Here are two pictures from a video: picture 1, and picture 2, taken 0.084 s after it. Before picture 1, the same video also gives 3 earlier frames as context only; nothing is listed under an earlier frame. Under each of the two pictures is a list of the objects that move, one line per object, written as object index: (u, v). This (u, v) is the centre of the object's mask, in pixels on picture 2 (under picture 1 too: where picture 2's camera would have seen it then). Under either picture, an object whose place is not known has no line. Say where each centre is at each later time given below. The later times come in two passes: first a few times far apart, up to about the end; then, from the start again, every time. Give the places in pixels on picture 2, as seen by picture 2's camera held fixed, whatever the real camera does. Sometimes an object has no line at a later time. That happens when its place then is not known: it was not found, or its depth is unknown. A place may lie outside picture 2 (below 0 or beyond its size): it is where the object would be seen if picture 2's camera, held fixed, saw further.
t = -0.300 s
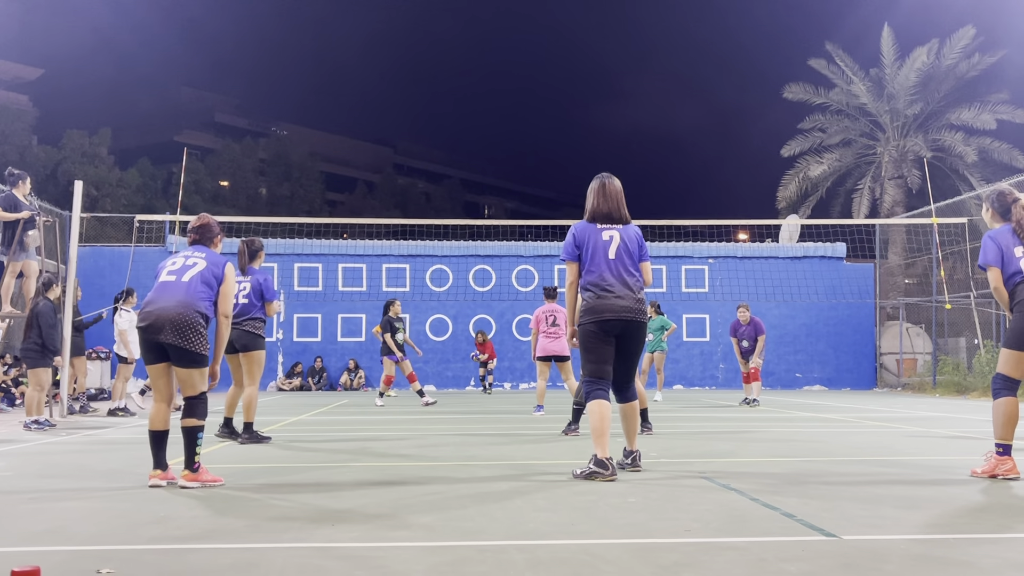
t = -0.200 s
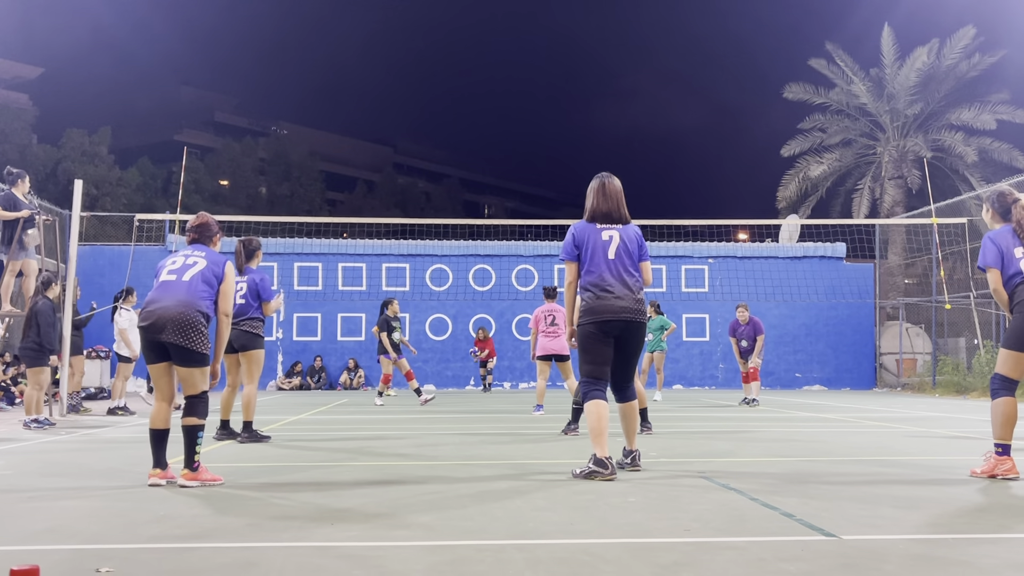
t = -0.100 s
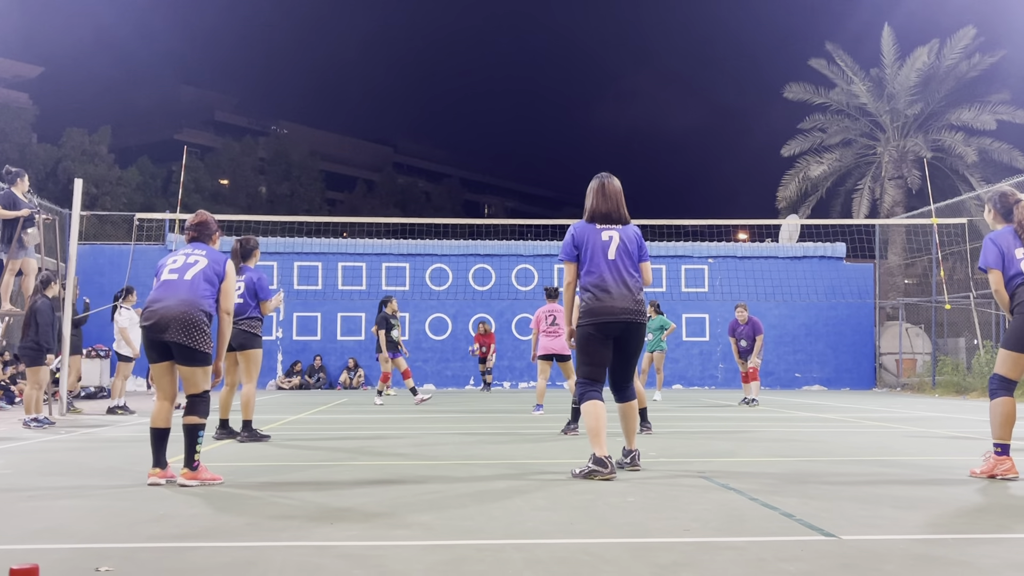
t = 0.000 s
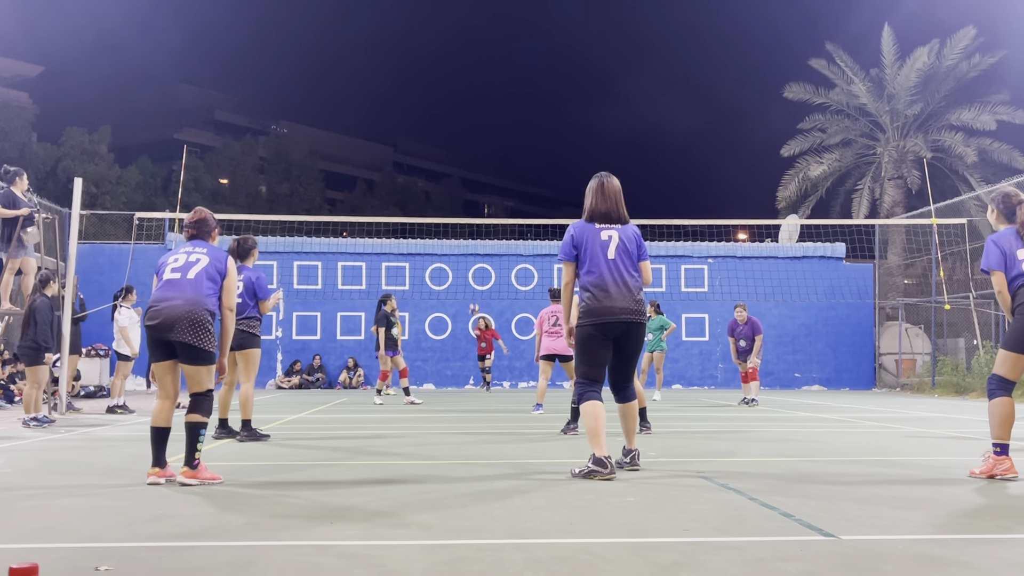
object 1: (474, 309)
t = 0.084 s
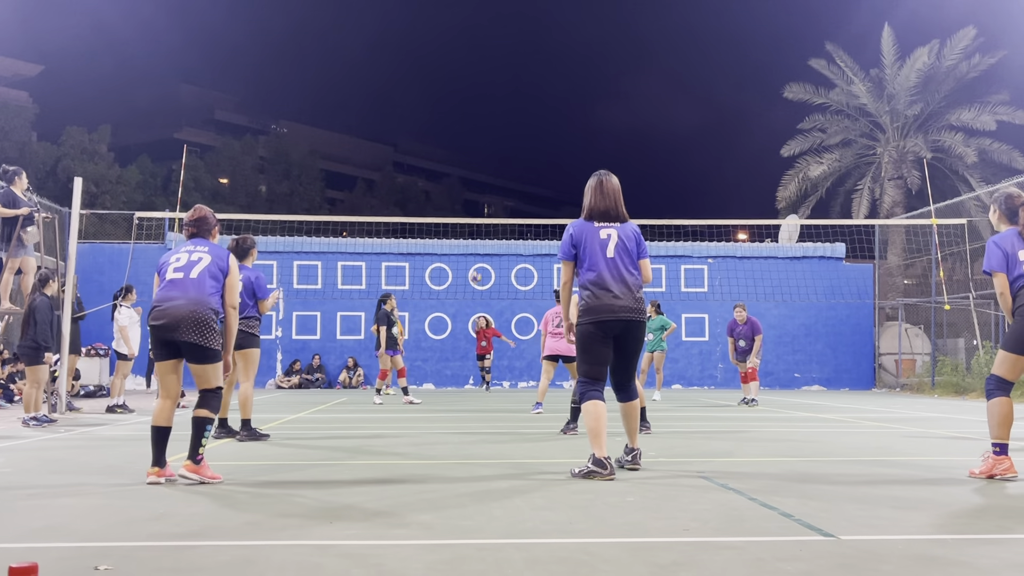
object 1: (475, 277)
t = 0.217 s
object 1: (480, 231)
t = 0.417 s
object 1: (490, 174)
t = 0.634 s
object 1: (507, 132)
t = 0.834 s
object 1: (527, 120)
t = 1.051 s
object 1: (553, 141)
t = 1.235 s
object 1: (579, 198)
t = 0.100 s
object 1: (476, 272)
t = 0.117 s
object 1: (476, 265)
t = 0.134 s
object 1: (477, 259)
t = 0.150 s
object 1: (477, 253)
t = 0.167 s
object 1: (477, 248)
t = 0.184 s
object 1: (478, 241)
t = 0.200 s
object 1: (479, 236)
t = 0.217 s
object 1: (480, 231)
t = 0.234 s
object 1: (480, 227)
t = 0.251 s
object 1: (481, 221)
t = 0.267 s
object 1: (482, 214)
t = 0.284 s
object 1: (483, 210)
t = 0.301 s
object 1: (484, 206)
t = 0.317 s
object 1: (484, 201)
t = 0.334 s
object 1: (485, 196)
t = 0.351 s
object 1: (486, 192)
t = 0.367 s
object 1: (487, 187)
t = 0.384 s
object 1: (488, 183)
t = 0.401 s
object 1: (489, 179)
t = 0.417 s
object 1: (490, 174)
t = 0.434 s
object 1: (491, 170)
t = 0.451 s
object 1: (492, 166)
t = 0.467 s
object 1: (493, 162)
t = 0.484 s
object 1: (494, 159)
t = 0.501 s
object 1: (495, 155)
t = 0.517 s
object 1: (497, 152)
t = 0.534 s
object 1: (498, 148)
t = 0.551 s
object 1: (500, 145)
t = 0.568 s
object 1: (501, 142)
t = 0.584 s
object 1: (503, 139)
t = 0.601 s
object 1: (504, 137)
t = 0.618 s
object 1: (506, 134)
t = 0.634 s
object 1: (507, 132)
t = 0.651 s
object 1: (509, 130)
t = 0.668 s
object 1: (510, 128)
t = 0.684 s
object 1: (512, 126)
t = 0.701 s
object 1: (514, 125)
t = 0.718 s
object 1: (515, 123)
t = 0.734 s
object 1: (517, 122)
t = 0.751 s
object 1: (519, 121)
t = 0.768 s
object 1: (520, 121)
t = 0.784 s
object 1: (522, 120)
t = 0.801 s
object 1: (524, 120)
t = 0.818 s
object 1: (526, 120)
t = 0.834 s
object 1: (527, 120)
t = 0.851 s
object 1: (529, 120)
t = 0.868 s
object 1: (531, 120)
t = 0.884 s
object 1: (533, 121)
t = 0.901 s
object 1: (535, 122)
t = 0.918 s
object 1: (536, 123)
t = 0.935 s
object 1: (538, 124)
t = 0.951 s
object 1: (540, 126)
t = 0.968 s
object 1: (542, 128)
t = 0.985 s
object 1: (544, 129)
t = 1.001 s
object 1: (546, 132)
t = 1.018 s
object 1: (548, 134)
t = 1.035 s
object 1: (550, 137)
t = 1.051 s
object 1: (553, 141)
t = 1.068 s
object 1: (555, 144)
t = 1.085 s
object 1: (558, 148)
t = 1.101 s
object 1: (560, 152)
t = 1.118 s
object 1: (562, 157)
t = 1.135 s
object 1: (565, 162)
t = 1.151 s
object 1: (568, 167)
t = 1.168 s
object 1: (570, 173)
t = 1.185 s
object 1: (573, 179)
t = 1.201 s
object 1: (576, 185)
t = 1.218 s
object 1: (578, 192)
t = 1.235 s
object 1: (579, 198)
